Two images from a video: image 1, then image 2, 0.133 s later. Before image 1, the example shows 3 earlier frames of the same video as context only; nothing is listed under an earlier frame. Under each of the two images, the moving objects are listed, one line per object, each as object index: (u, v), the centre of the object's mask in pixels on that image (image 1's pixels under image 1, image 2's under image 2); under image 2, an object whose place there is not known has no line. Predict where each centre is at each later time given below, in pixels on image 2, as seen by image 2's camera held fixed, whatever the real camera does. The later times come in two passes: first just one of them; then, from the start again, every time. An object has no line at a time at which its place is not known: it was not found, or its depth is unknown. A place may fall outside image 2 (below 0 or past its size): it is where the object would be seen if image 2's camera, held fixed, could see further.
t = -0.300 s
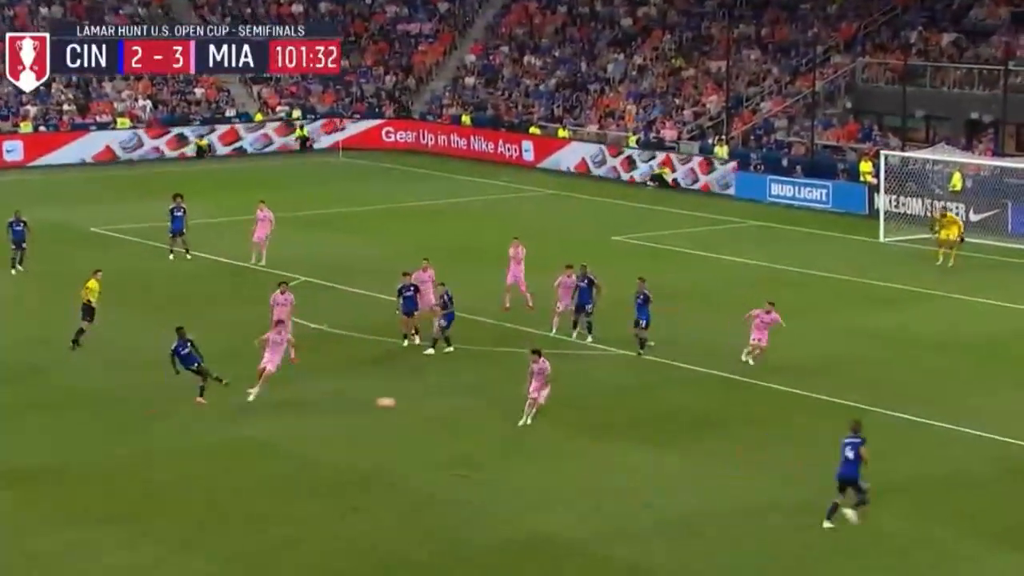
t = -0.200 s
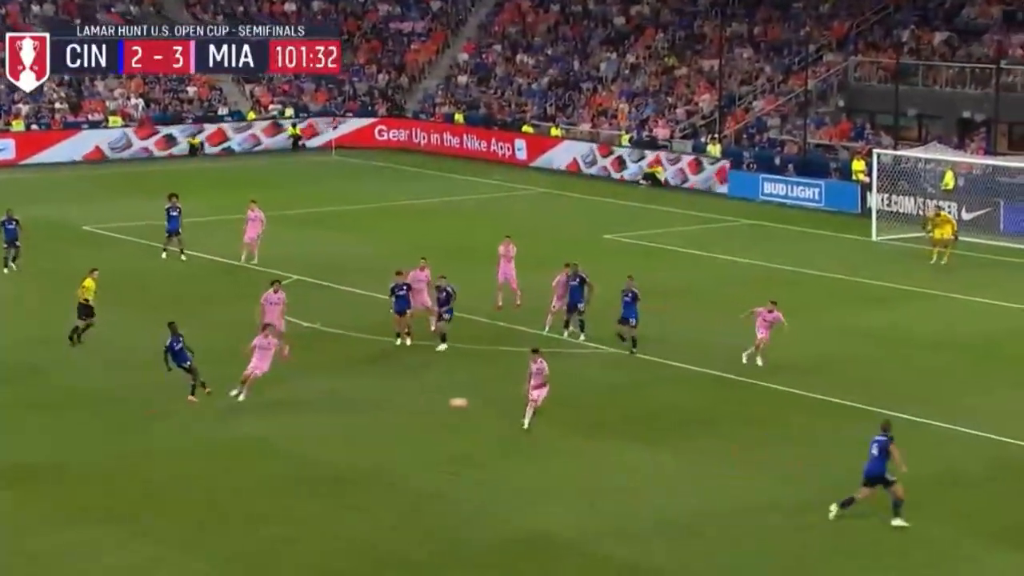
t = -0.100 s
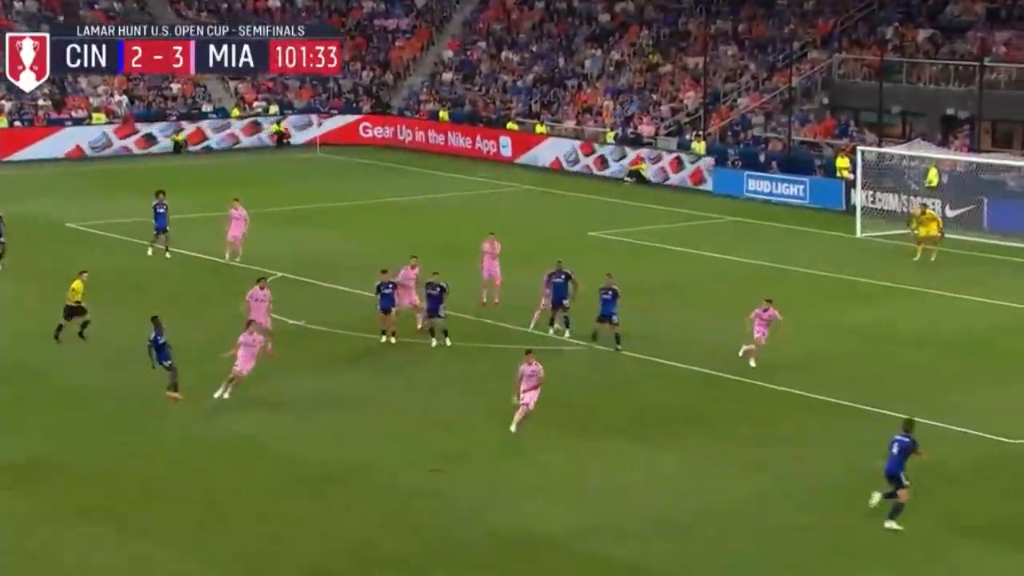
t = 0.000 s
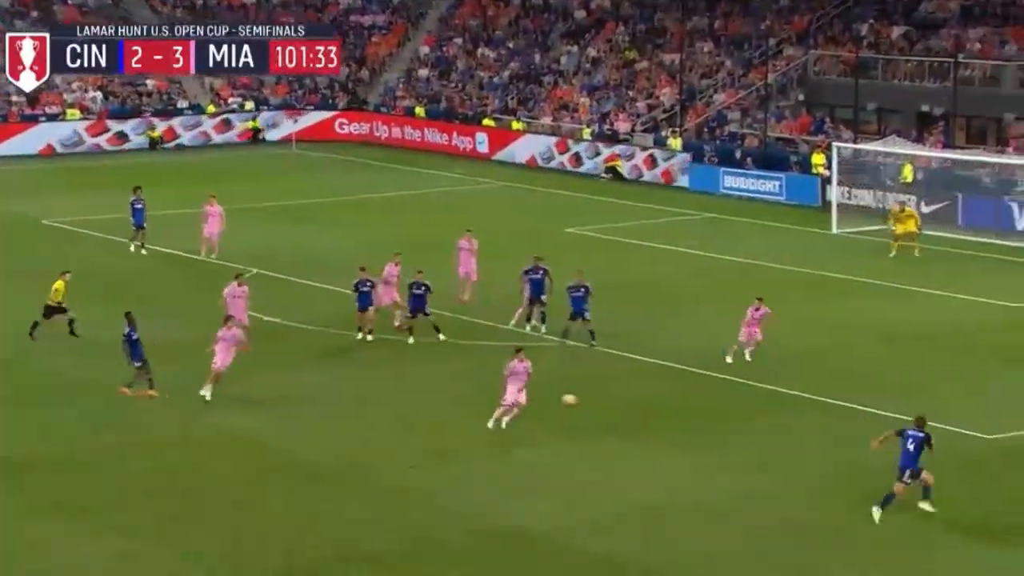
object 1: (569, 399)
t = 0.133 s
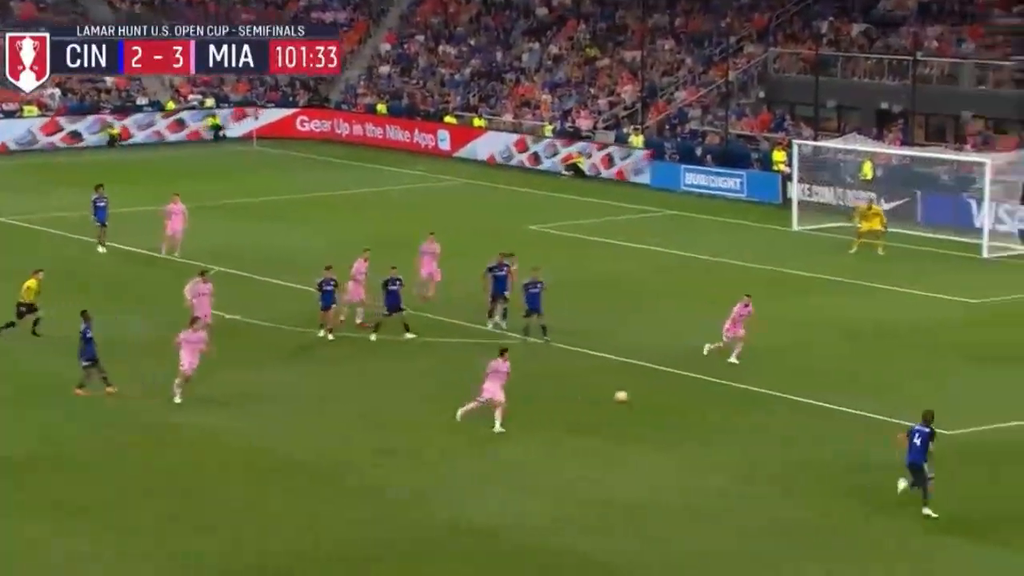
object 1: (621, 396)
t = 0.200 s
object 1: (661, 397)
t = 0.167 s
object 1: (641, 397)
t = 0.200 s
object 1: (661, 397)
